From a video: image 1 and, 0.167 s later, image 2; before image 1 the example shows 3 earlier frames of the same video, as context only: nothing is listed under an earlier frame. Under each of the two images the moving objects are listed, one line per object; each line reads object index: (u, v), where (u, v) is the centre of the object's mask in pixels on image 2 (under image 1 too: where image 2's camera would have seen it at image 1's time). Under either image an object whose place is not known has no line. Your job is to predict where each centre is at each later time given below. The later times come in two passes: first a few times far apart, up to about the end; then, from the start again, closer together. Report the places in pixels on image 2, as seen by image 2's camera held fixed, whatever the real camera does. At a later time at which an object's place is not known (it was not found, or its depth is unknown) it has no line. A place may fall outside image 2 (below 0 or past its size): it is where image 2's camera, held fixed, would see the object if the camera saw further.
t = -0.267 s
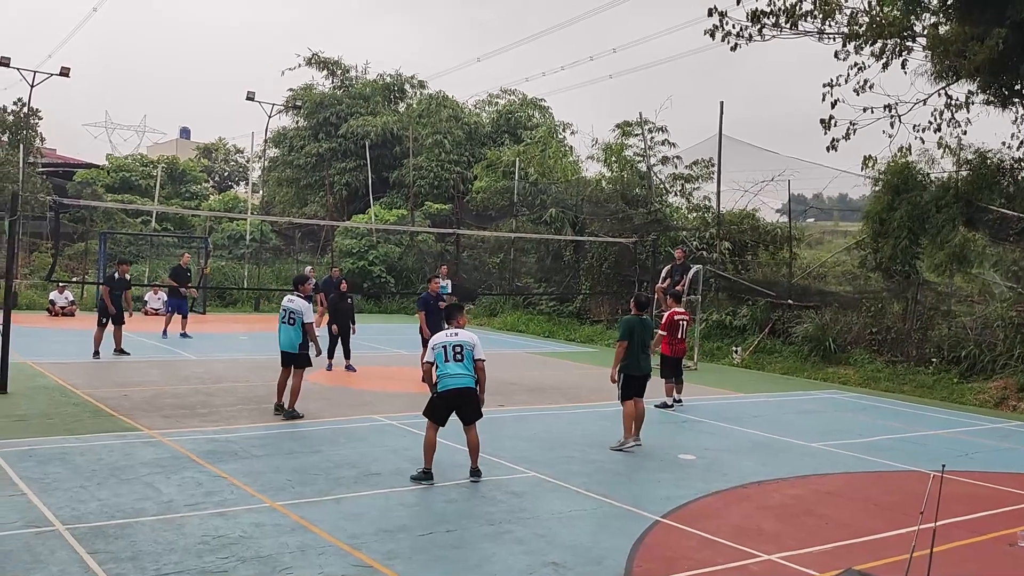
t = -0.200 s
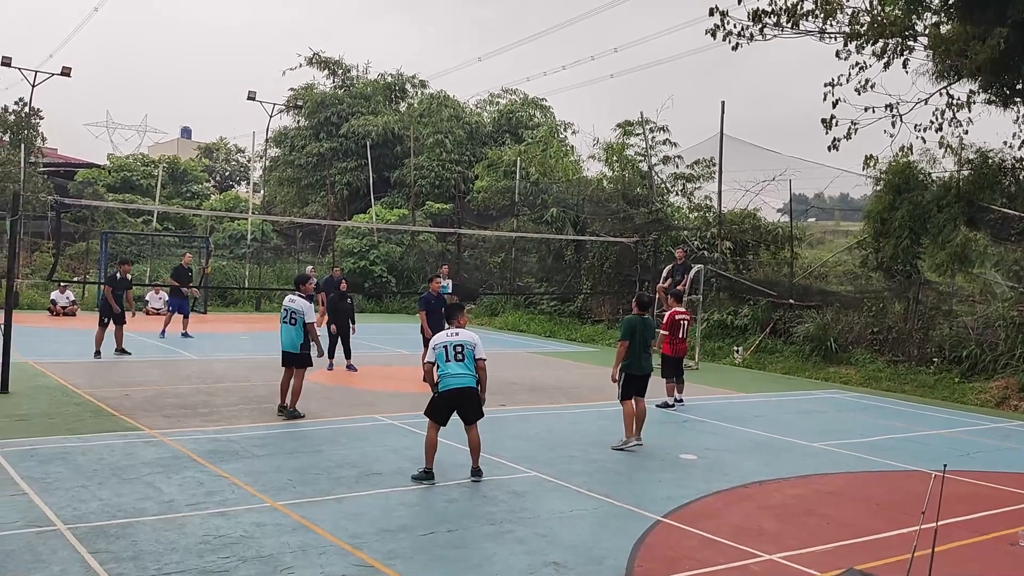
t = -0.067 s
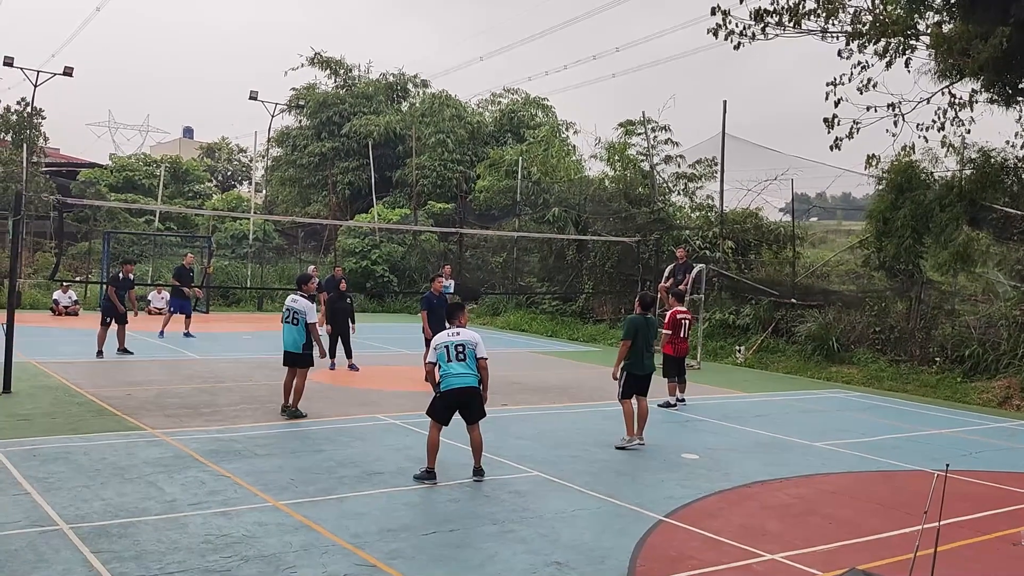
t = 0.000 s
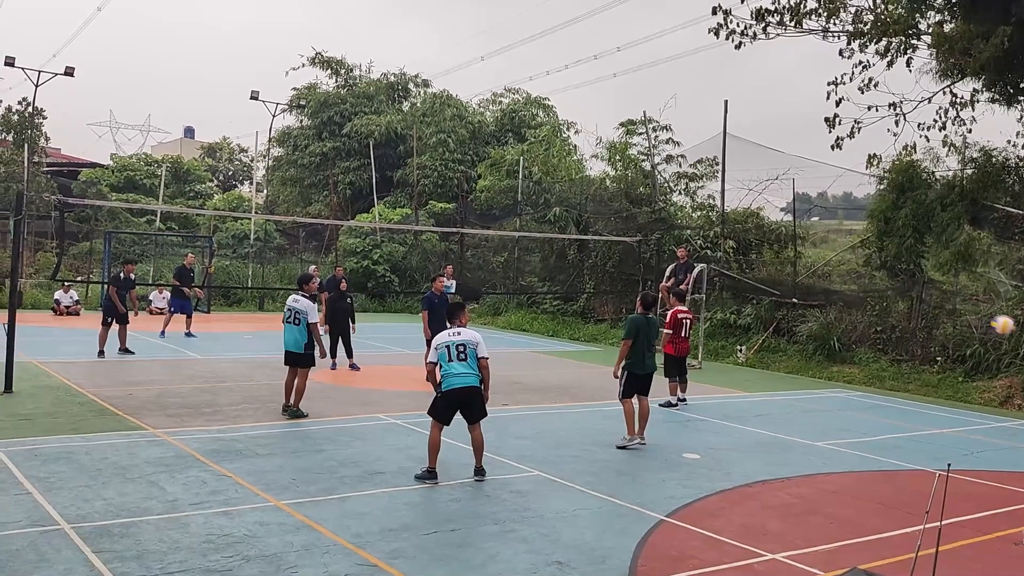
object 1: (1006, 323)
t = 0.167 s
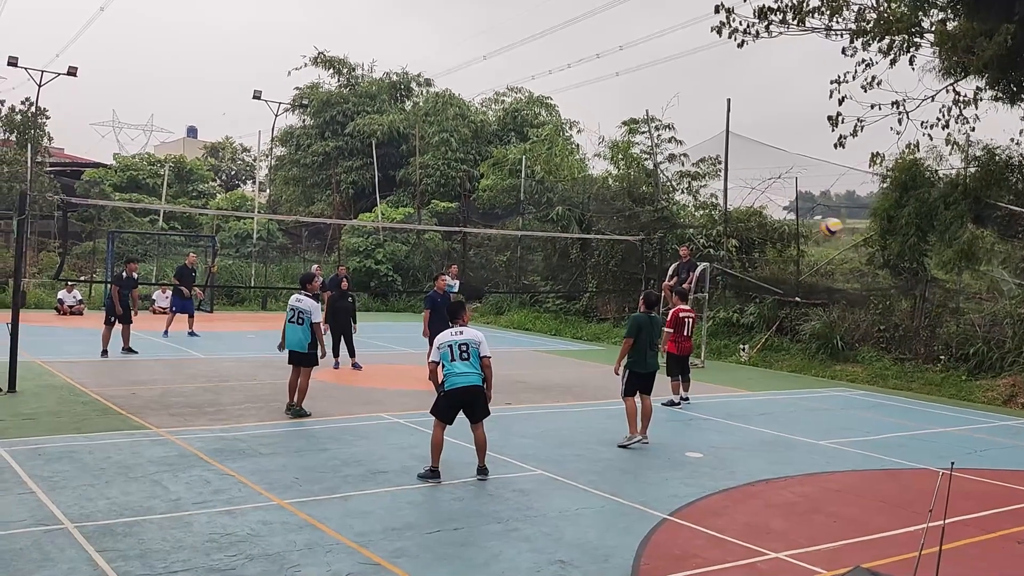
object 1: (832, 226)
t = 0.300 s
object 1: (714, 178)
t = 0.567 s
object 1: (528, 137)
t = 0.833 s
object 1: (383, 148)
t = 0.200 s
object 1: (801, 212)
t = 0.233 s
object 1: (770, 200)
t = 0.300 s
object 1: (714, 178)
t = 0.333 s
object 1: (688, 170)
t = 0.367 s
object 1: (662, 162)
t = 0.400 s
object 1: (637, 155)
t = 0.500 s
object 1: (570, 142)
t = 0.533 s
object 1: (549, 139)
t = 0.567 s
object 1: (528, 137)
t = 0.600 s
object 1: (508, 136)
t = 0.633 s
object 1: (489, 136)
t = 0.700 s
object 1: (451, 137)
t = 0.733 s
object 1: (433, 139)
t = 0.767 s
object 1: (416, 141)
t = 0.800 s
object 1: (400, 145)
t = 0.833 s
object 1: (383, 148)
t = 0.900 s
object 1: (352, 156)
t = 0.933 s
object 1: (337, 161)
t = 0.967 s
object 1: (322, 167)
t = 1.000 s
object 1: (307, 174)
